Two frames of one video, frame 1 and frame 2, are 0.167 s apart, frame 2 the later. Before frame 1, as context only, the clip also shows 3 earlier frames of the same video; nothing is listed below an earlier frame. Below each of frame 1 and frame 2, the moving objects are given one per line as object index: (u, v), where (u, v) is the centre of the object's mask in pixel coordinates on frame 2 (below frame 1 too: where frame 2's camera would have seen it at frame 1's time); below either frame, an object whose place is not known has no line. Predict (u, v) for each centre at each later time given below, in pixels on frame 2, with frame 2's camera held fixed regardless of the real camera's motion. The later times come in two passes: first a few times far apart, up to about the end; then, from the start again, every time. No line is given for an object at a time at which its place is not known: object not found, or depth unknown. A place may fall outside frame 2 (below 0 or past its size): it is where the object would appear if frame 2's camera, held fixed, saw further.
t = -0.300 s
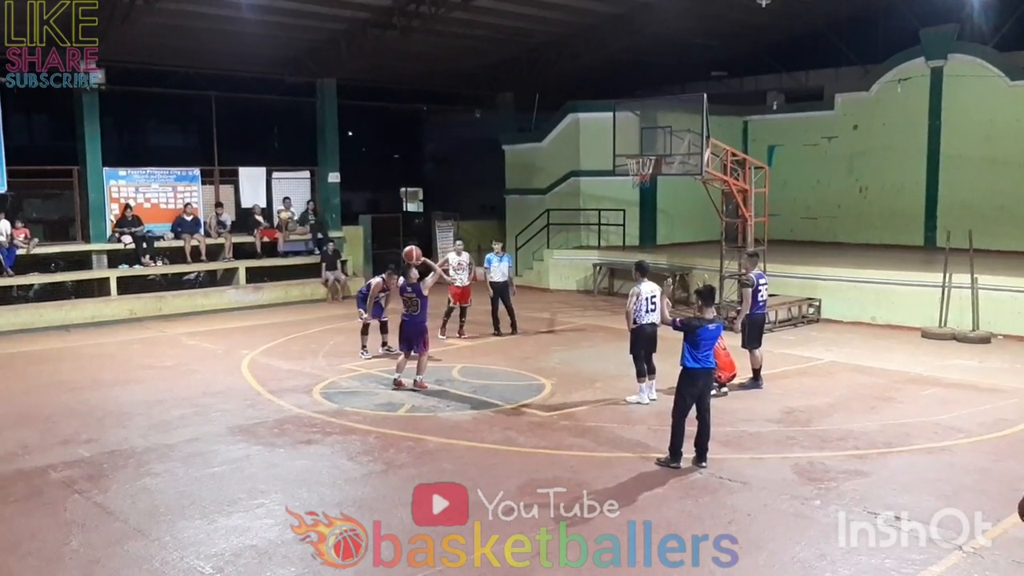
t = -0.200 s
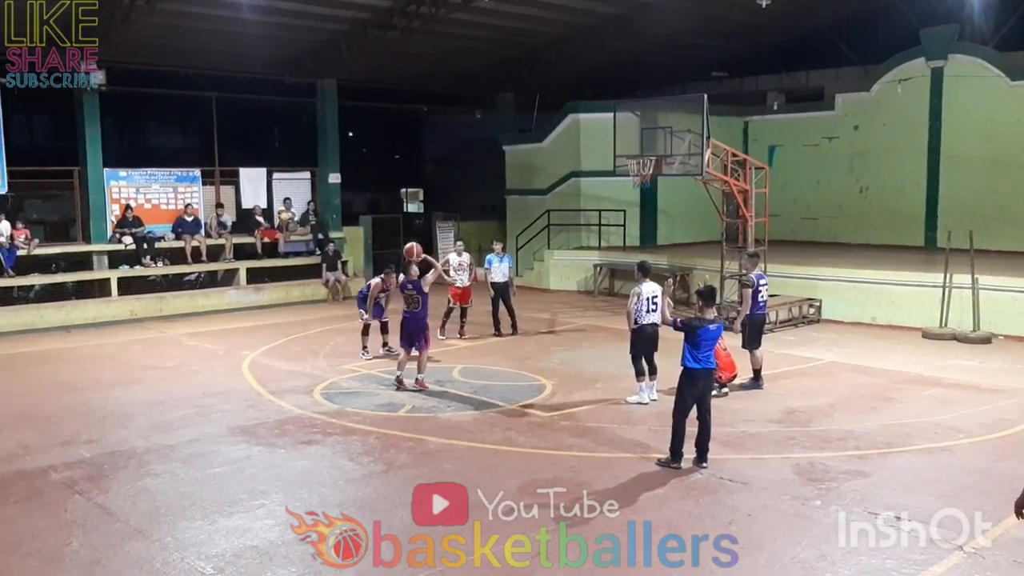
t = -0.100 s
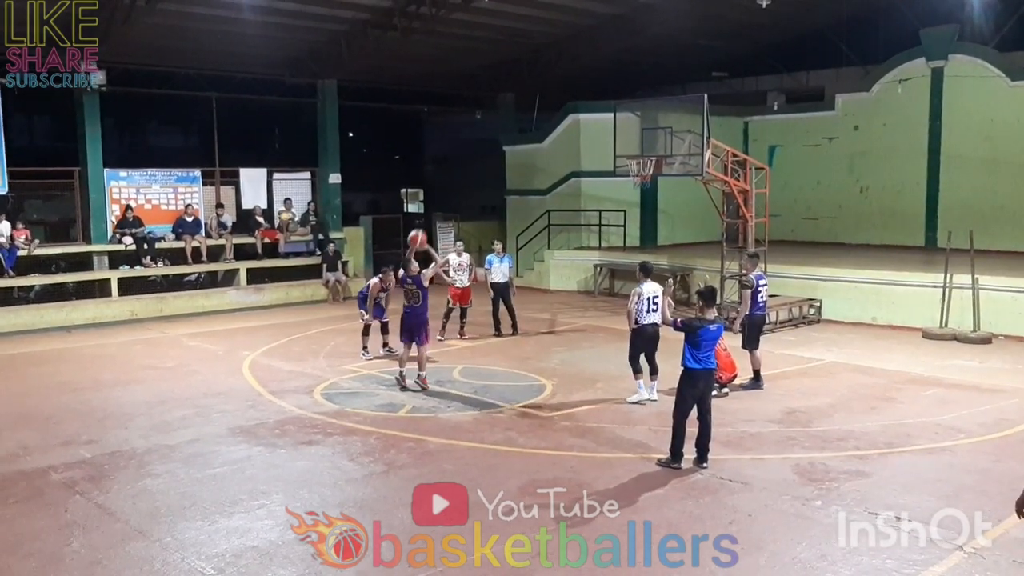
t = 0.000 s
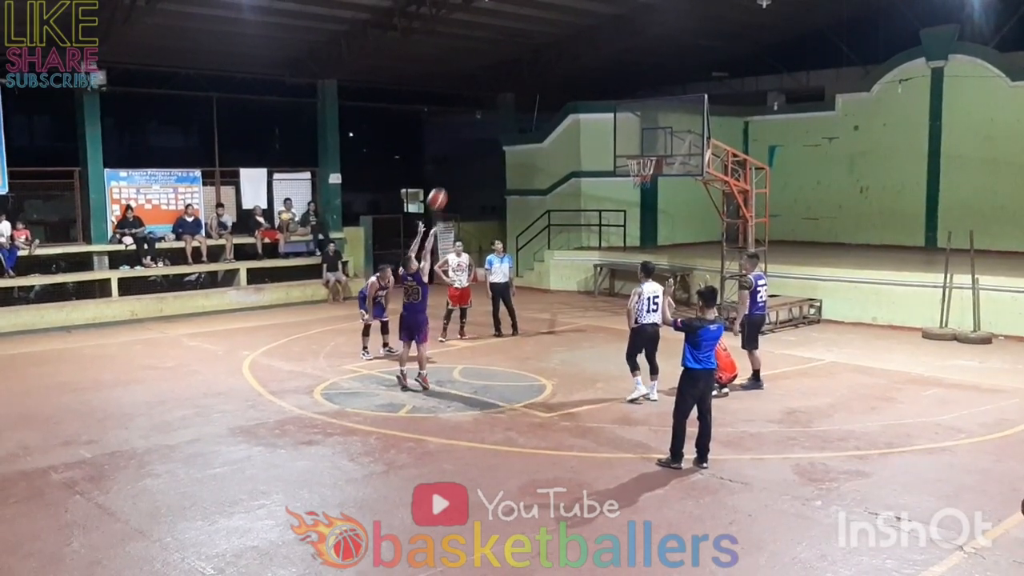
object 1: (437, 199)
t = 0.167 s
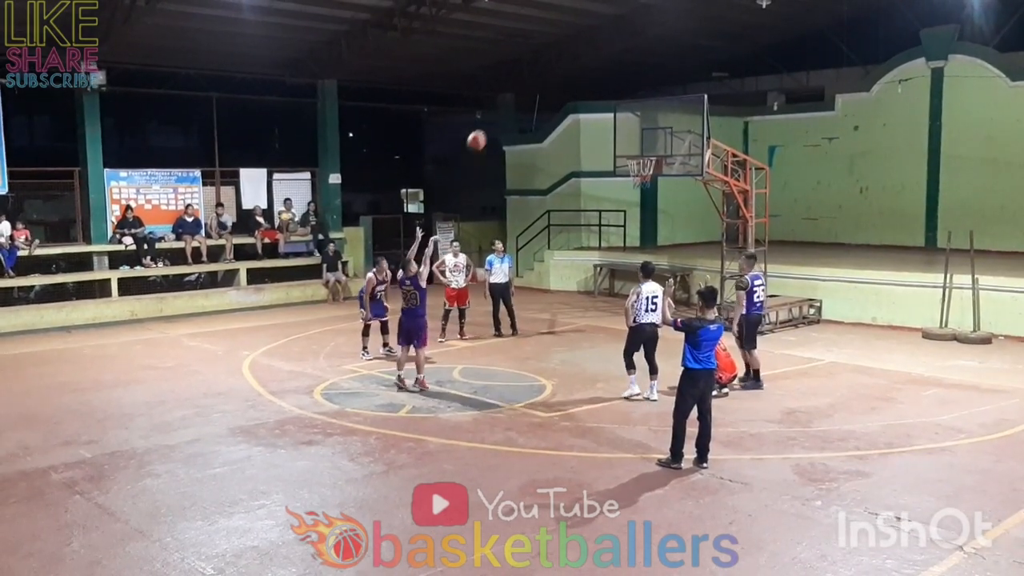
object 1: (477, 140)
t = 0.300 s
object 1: (507, 110)
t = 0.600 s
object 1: (568, 93)
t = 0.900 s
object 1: (621, 133)
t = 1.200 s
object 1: (649, 184)
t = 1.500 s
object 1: (650, 249)
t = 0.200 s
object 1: (484, 131)
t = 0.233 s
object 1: (492, 123)
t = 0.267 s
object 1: (499, 117)
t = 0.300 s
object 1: (507, 110)
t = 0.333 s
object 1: (514, 105)
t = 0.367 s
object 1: (521, 100)
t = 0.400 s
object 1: (528, 97)
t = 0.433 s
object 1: (535, 94)
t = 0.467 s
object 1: (542, 92)
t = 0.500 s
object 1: (548, 91)
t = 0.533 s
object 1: (555, 91)
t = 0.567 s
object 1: (561, 92)
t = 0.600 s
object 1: (568, 93)
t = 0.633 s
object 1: (574, 94)
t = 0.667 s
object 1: (580, 97)
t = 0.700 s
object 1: (587, 100)
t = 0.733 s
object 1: (593, 104)
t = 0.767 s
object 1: (599, 108)
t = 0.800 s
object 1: (605, 114)
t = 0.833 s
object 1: (609, 120)
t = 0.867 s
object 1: (615, 125)
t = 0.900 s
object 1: (621, 133)
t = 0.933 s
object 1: (627, 141)
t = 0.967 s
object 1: (632, 148)
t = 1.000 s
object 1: (638, 157)
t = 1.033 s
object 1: (643, 167)
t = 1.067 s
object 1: (646, 173)
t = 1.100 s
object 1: (648, 175)
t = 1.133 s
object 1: (648, 177)
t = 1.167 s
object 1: (648, 181)
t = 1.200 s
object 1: (649, 184)
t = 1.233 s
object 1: (649, 189)
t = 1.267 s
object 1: (649, 194)
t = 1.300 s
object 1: (649, 200)
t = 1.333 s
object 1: (649, 207)
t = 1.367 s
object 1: (649, 214)
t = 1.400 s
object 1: (649, 222)
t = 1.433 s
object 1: (649, 231)
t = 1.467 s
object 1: (649, 240)
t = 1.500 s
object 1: (650, 249)
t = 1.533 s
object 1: (649, 260)
